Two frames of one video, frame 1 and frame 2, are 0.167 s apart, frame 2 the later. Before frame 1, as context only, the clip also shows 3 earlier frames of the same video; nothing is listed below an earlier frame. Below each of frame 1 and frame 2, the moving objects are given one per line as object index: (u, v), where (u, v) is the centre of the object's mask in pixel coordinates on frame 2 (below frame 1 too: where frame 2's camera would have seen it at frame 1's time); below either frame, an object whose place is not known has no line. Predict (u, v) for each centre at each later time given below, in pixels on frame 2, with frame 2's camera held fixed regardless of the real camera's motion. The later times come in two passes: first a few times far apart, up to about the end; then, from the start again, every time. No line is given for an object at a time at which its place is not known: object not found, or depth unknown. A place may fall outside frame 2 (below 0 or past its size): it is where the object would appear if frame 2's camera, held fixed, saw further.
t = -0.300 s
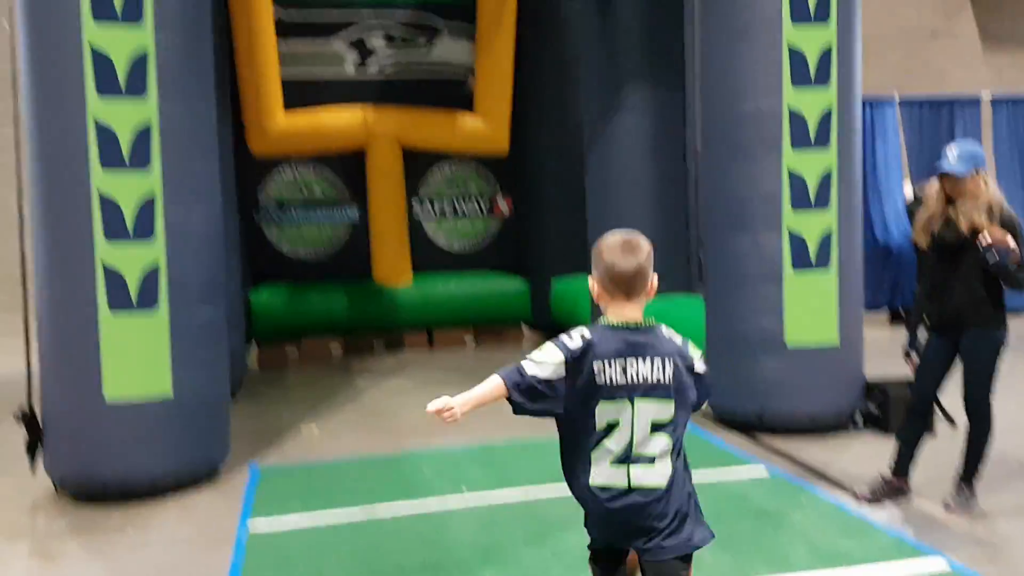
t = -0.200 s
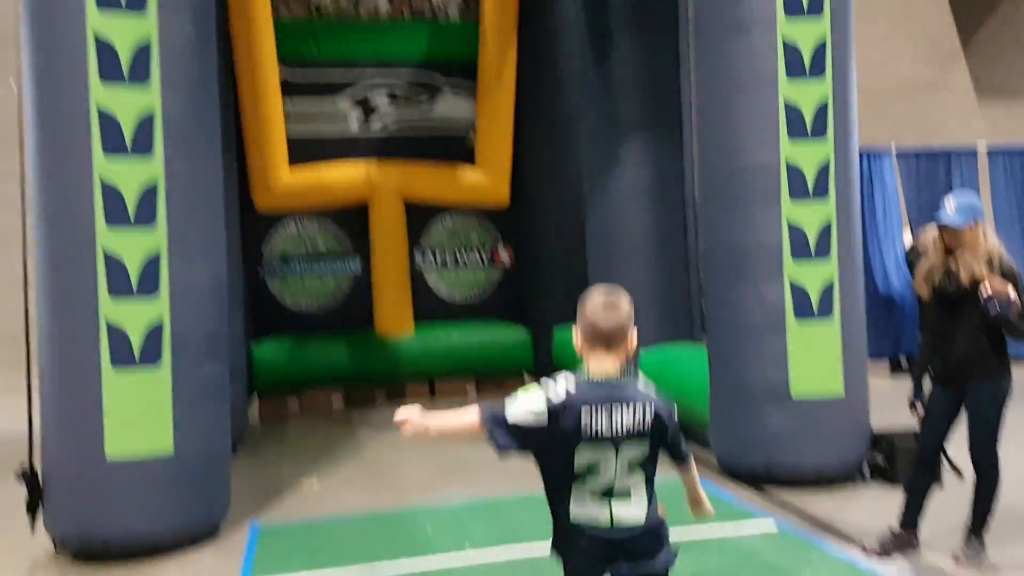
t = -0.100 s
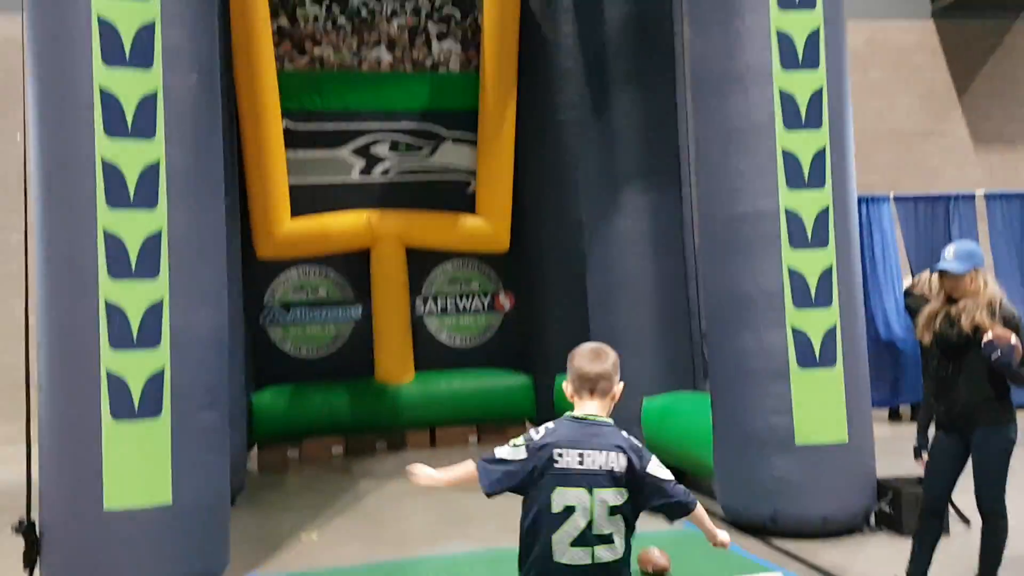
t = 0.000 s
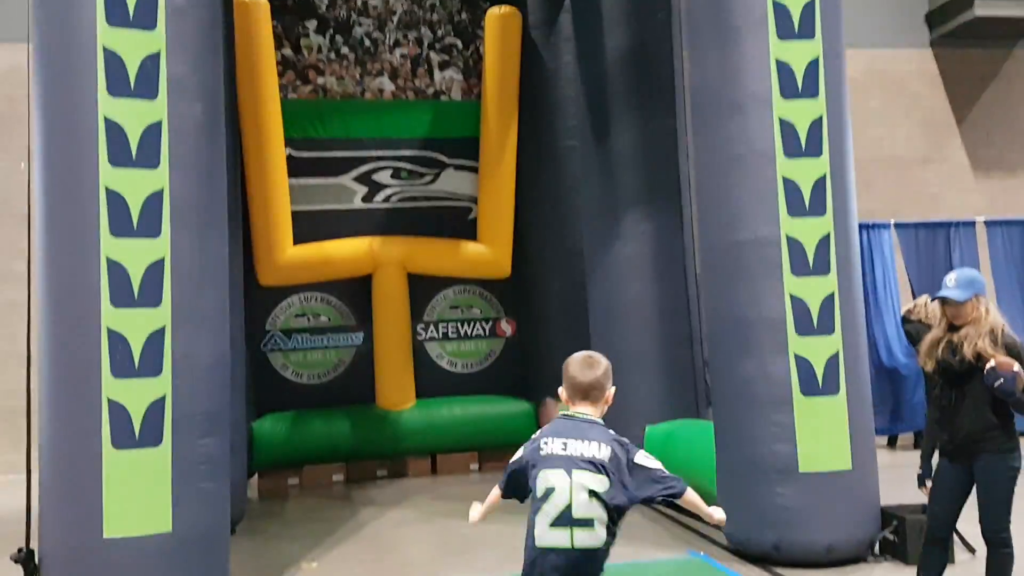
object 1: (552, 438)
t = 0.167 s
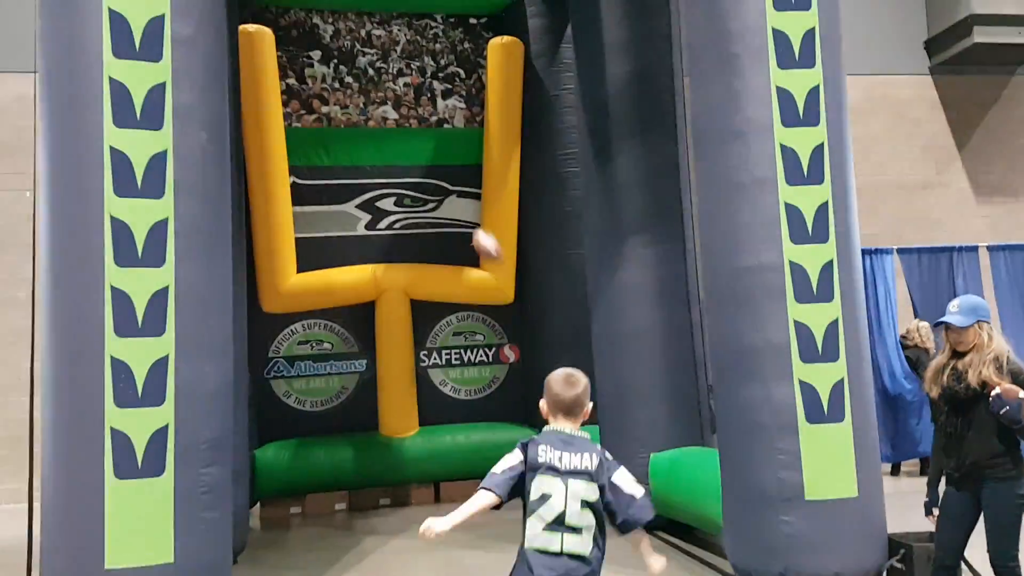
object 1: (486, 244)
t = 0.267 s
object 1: (462, 183)
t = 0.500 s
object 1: (427, 135)
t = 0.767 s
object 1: (410, 162)
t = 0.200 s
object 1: (478, 221)
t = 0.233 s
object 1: (469, 200)
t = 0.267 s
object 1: (462, 183)
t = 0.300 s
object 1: (455, 170)
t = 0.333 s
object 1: (449, 161)
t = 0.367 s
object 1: (443, 150)
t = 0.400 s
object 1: (439, 144)
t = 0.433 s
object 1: (434, 140)
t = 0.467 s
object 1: (431, 137)
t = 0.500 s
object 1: (427, 135)
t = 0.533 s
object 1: (424, 135)
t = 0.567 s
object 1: (420, 135)
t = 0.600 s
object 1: (418, 138)
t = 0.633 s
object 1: (416, 141)
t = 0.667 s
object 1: (414, 145)
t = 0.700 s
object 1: (412, 151)
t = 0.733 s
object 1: (411, 157)
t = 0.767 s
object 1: (410, 162)
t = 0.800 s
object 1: (409, 168)
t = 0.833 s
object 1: (407, 178)
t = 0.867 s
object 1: (406, 185)
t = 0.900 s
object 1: (407, 189)
